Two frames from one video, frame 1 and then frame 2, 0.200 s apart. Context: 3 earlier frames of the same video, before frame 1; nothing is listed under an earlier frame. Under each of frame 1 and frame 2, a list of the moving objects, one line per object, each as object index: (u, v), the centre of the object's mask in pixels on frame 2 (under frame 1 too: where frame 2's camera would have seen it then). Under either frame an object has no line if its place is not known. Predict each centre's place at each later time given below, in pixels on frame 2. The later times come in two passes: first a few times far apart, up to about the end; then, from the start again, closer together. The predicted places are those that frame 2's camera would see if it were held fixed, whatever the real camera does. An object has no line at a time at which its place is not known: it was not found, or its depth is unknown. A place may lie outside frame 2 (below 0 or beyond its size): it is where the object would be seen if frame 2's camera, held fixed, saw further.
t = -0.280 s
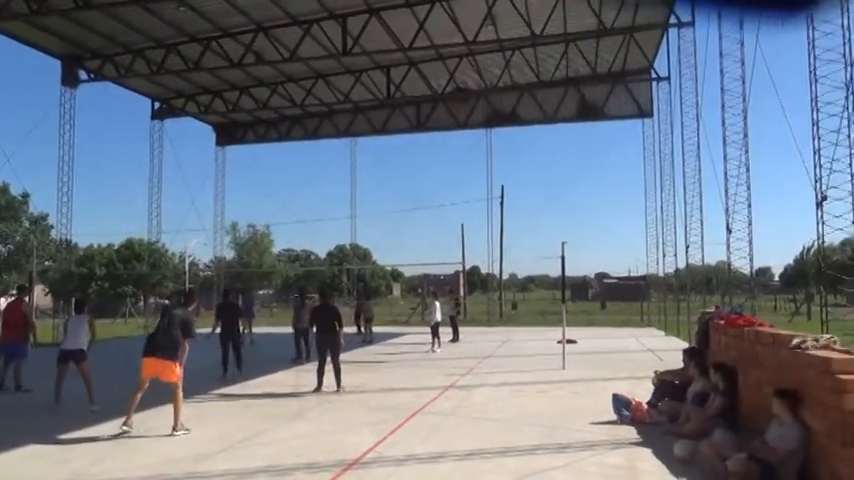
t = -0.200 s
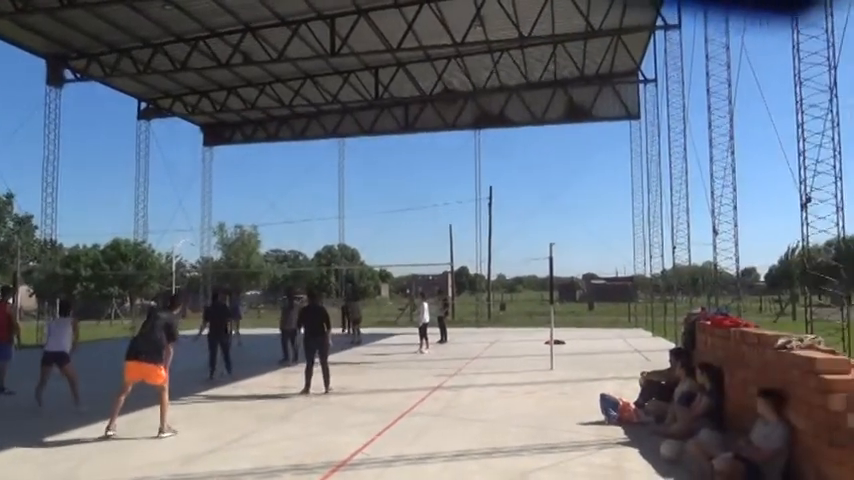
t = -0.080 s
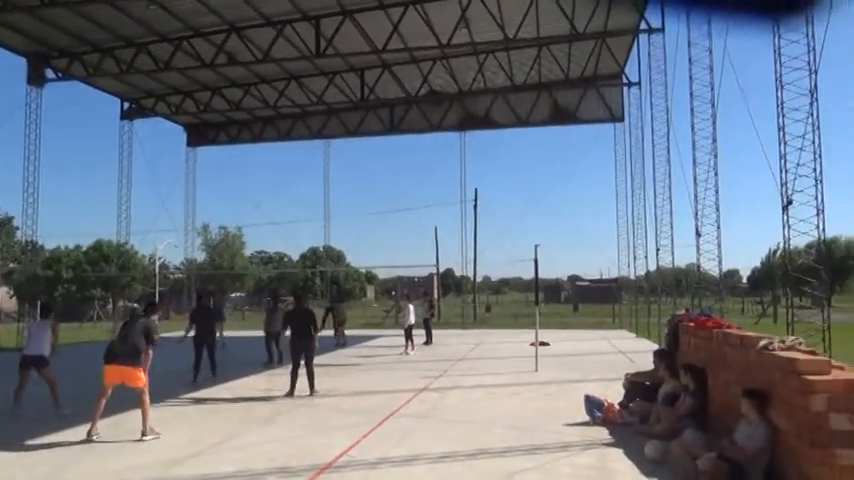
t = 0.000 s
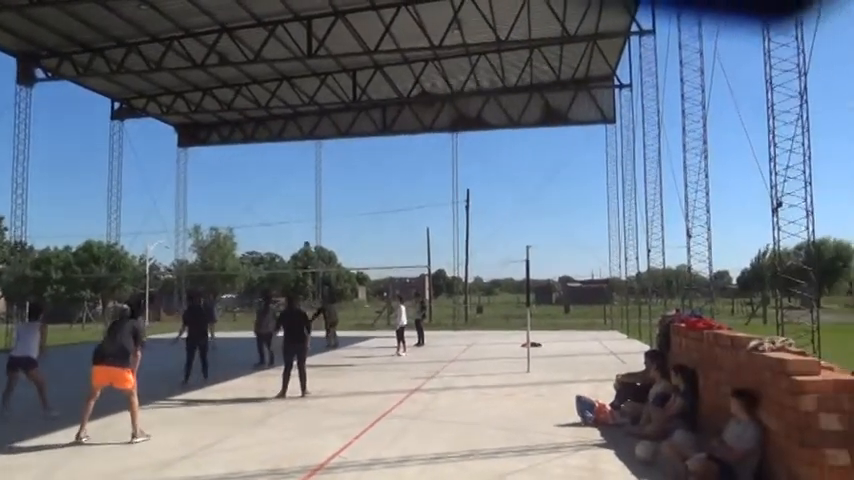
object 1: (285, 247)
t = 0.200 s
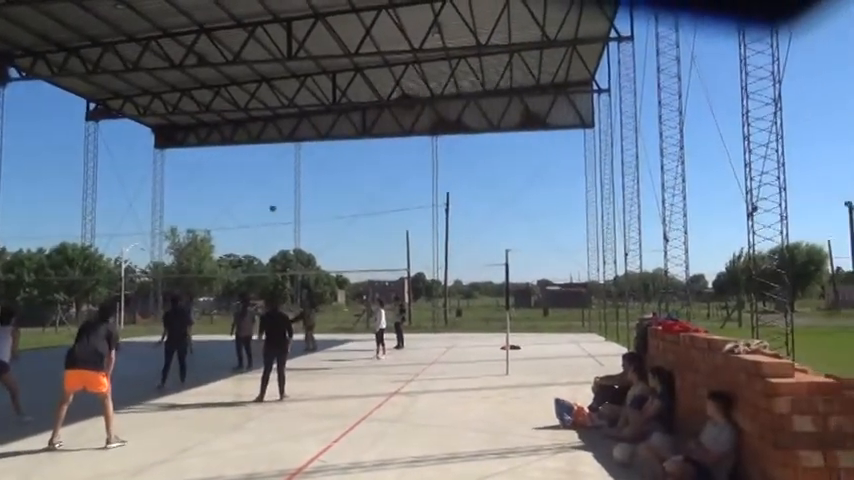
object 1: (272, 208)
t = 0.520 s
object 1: (254, 165)
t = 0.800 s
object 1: (240, 153)
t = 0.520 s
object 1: (254, 165)
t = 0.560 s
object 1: (252, 161)
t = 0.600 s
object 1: (250, 158)
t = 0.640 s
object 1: (248, 156)
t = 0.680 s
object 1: (246, 154)
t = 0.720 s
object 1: (244, 153)
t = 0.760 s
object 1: (242, 152)
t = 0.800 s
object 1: (240, 153)
